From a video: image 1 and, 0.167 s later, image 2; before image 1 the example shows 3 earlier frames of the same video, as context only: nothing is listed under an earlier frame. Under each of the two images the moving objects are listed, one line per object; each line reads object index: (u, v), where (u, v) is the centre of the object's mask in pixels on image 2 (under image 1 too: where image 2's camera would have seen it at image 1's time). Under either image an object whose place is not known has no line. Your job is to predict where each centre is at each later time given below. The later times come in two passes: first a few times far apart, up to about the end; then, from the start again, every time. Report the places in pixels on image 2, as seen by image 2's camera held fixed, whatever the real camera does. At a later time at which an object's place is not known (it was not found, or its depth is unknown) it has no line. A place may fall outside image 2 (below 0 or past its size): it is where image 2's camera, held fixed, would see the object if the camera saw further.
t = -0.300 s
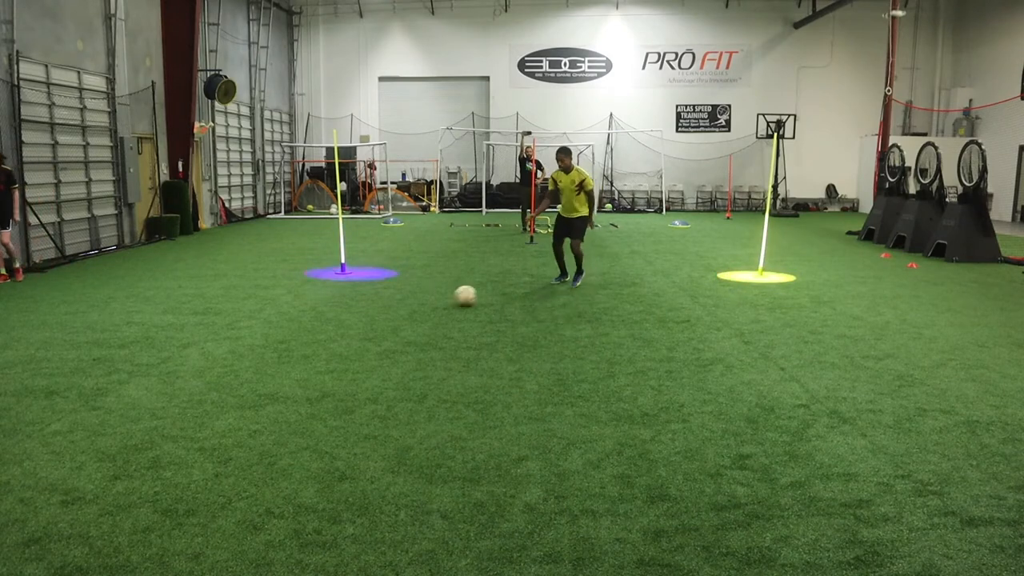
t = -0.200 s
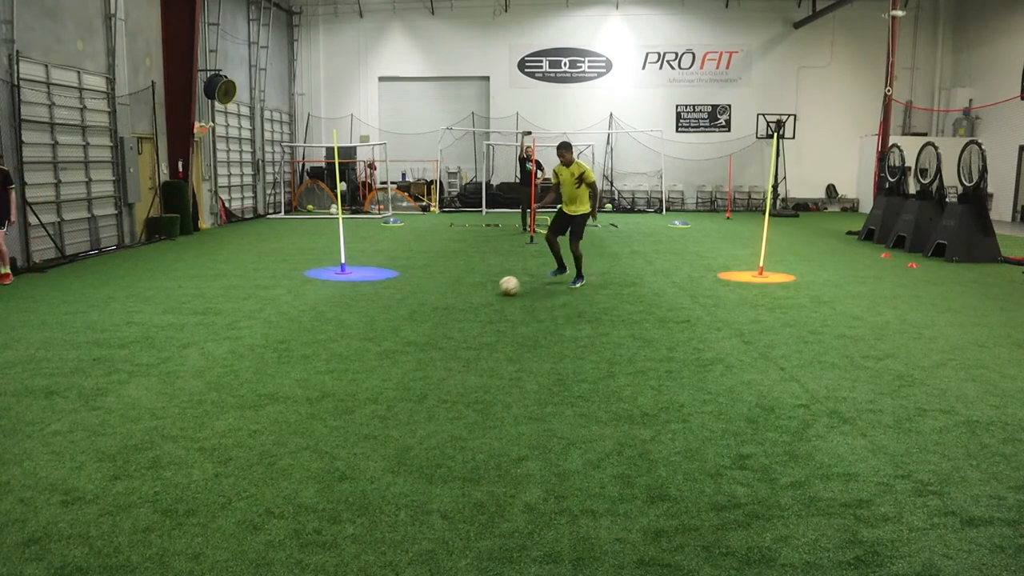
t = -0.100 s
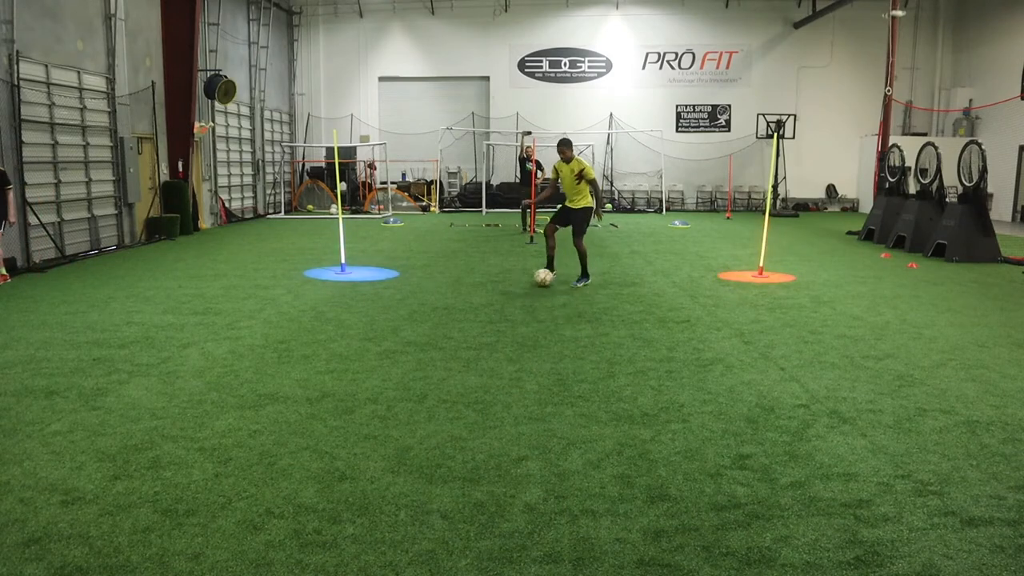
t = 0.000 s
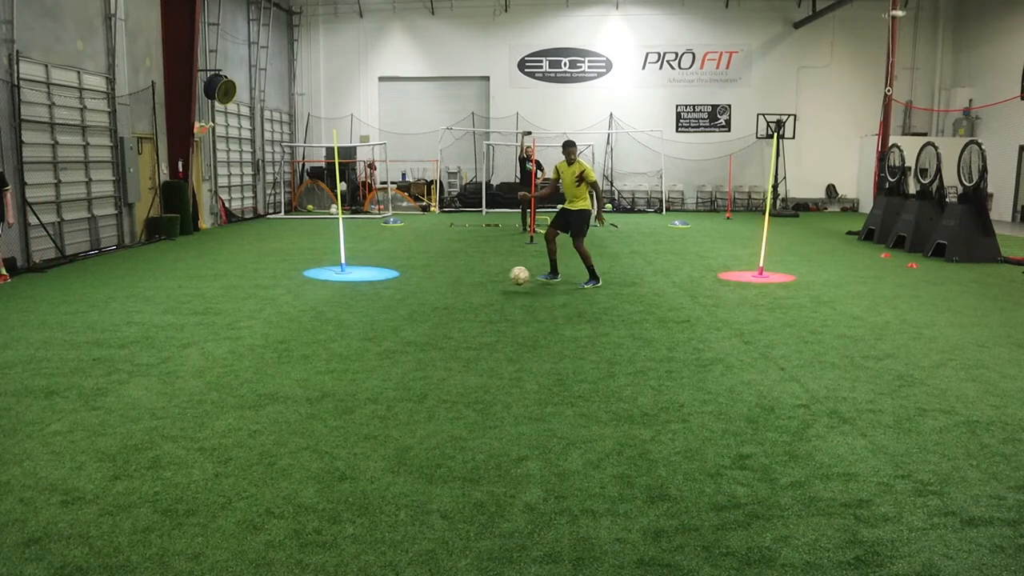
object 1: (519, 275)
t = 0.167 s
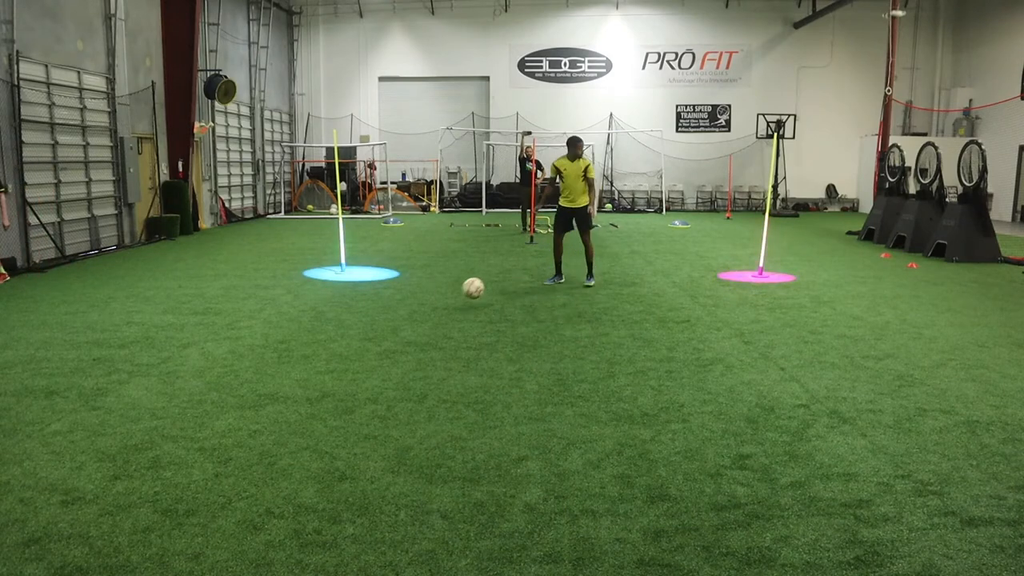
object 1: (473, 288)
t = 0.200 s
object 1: (463, 293)
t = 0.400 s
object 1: (406, 308)
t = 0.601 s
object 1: (343, 326)
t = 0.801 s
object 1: (268, 350)
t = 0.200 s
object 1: (463, 293)
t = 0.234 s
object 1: (452, 301)
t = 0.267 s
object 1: (442, 305)
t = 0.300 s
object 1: (434, 304)
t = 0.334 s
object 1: (425, 304)
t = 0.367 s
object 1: (415, 305)
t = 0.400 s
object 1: (406, 308)
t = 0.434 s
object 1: (396, 312)
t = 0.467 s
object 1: (386, 318)
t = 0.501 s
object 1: (375, 325)
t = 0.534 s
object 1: (365, 326)
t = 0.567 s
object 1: (354, 324)
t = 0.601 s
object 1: (343, 326)
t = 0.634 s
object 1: (331, 328)
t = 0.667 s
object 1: (319, 333)
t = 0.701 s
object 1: (307, 340)
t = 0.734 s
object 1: (294, 347)
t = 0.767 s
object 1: (282, 349)
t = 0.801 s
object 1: (268, 350)
